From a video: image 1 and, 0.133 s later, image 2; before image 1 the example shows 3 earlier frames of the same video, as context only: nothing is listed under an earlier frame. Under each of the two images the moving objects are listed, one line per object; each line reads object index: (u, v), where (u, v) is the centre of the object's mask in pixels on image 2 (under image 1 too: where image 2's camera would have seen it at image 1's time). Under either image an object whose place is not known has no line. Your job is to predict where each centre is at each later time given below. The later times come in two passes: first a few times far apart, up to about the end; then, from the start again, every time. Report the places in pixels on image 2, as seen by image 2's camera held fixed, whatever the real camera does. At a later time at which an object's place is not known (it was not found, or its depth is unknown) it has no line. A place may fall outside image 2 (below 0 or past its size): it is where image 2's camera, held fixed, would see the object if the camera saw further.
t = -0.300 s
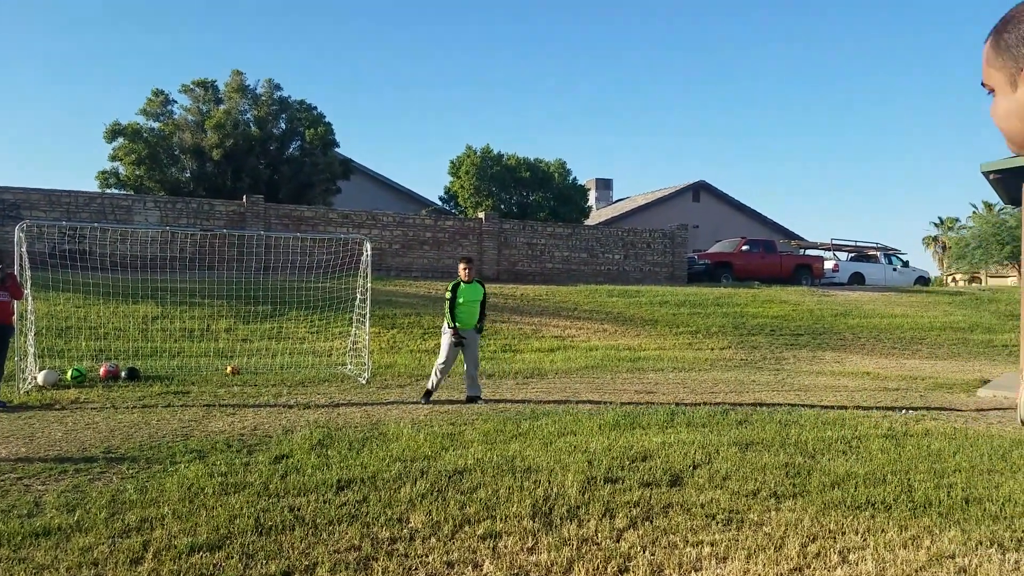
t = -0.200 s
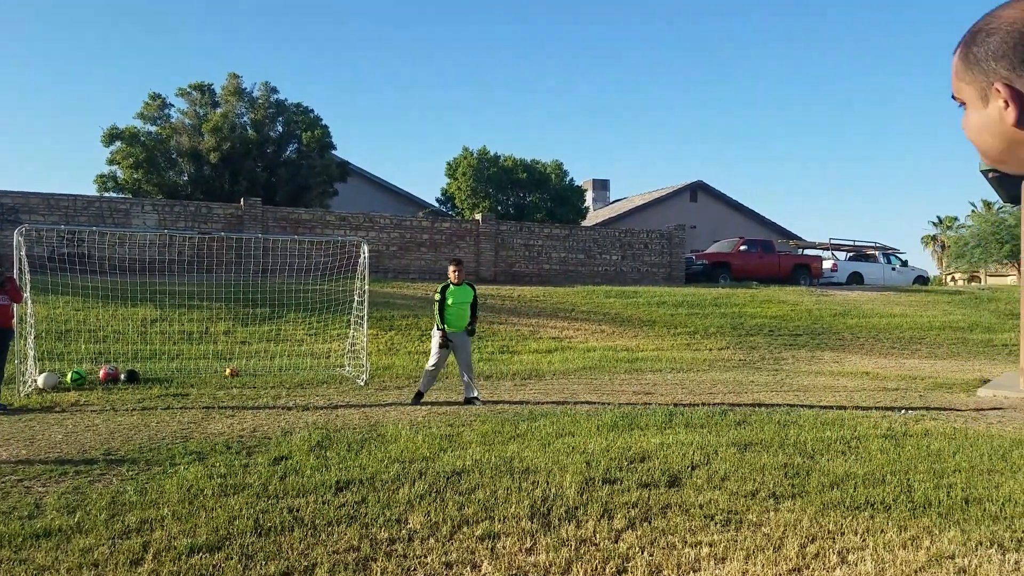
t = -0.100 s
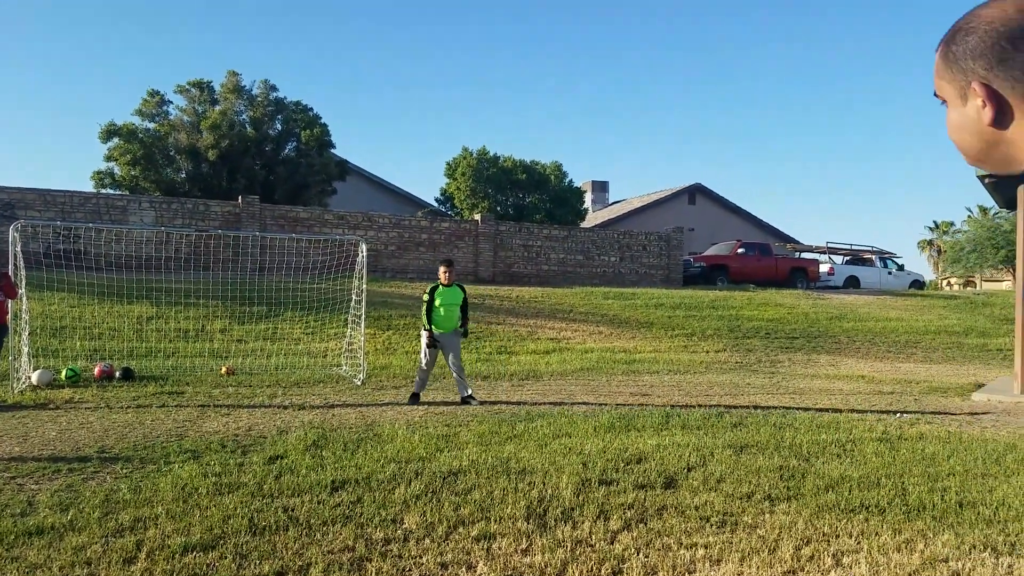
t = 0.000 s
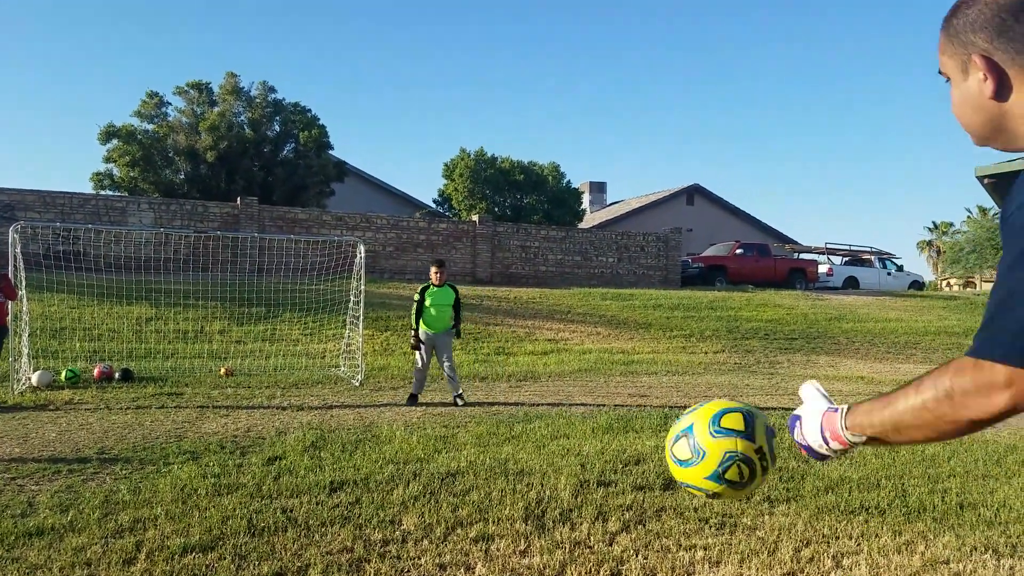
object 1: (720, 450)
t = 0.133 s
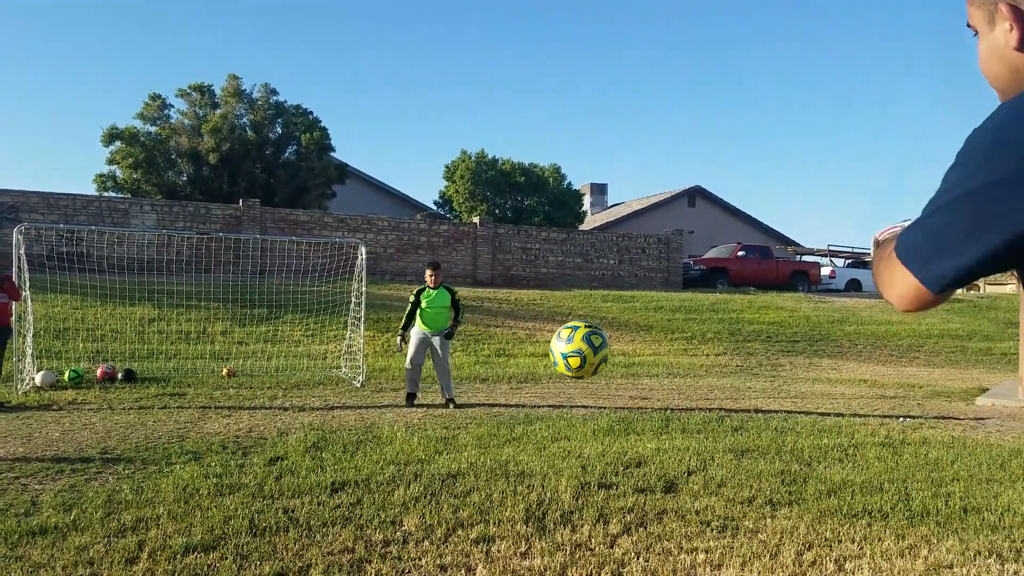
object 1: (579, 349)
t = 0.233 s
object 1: (534, 343)
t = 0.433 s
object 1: (492, 381)
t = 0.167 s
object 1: (561, 343)
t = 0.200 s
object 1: (546, 342)
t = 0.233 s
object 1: (534, 343)
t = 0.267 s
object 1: (524, 345)
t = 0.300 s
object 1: (516, 351)
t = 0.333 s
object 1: (509, 357)
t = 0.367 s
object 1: (502, 364)
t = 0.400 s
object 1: (497, 373)
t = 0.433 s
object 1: (492, 381)
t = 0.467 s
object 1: (488, 391)
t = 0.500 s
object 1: (483, 402)
